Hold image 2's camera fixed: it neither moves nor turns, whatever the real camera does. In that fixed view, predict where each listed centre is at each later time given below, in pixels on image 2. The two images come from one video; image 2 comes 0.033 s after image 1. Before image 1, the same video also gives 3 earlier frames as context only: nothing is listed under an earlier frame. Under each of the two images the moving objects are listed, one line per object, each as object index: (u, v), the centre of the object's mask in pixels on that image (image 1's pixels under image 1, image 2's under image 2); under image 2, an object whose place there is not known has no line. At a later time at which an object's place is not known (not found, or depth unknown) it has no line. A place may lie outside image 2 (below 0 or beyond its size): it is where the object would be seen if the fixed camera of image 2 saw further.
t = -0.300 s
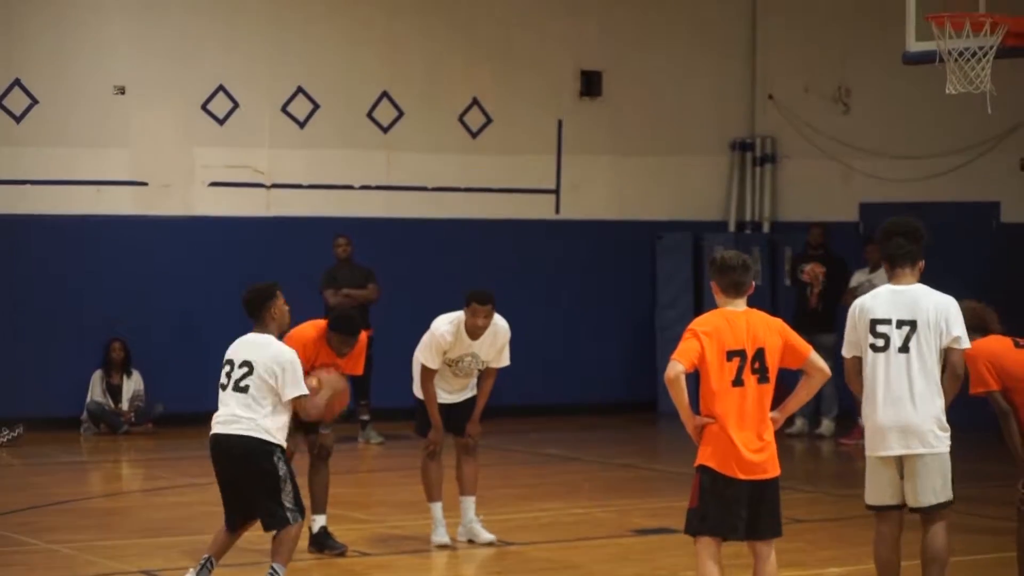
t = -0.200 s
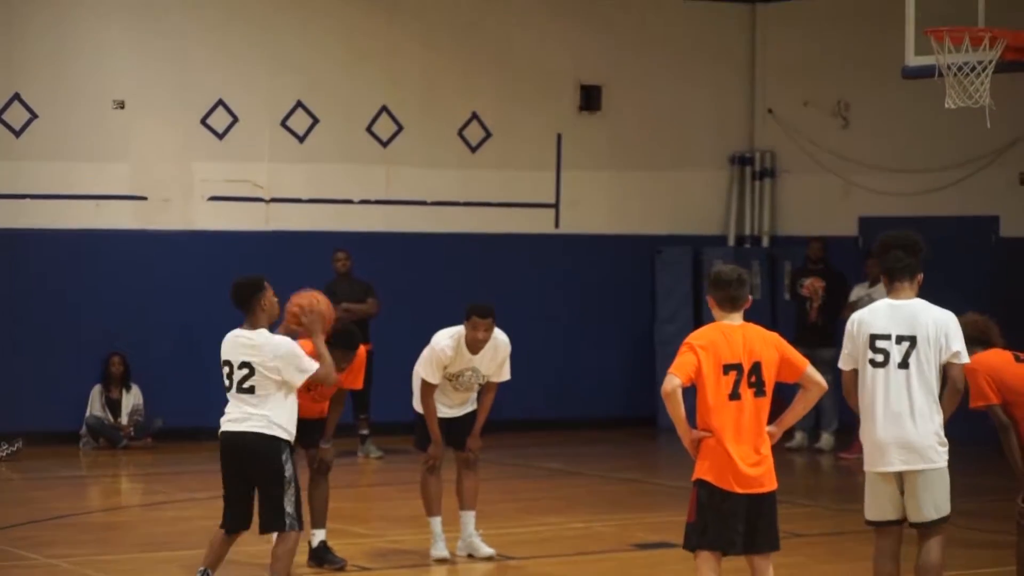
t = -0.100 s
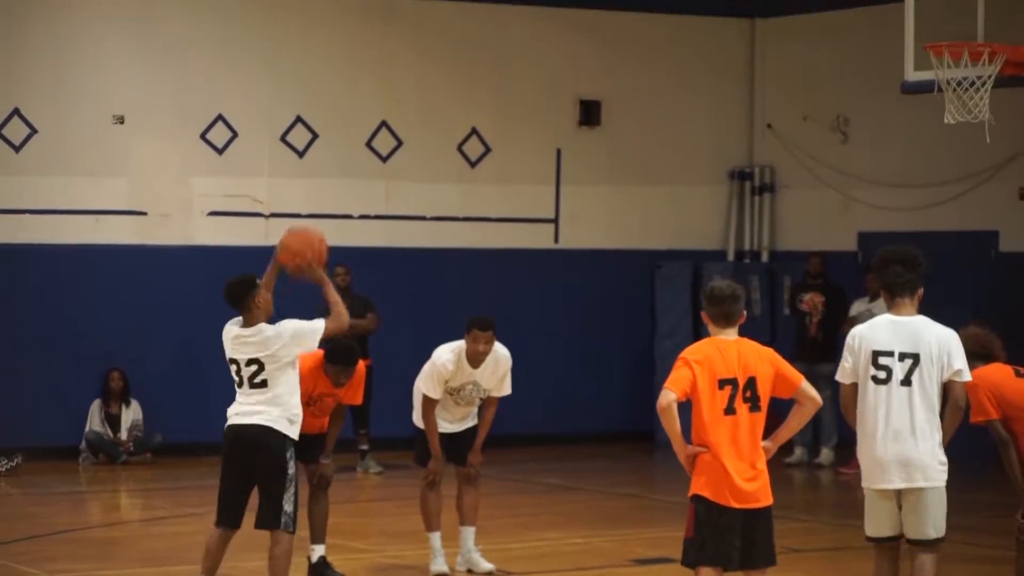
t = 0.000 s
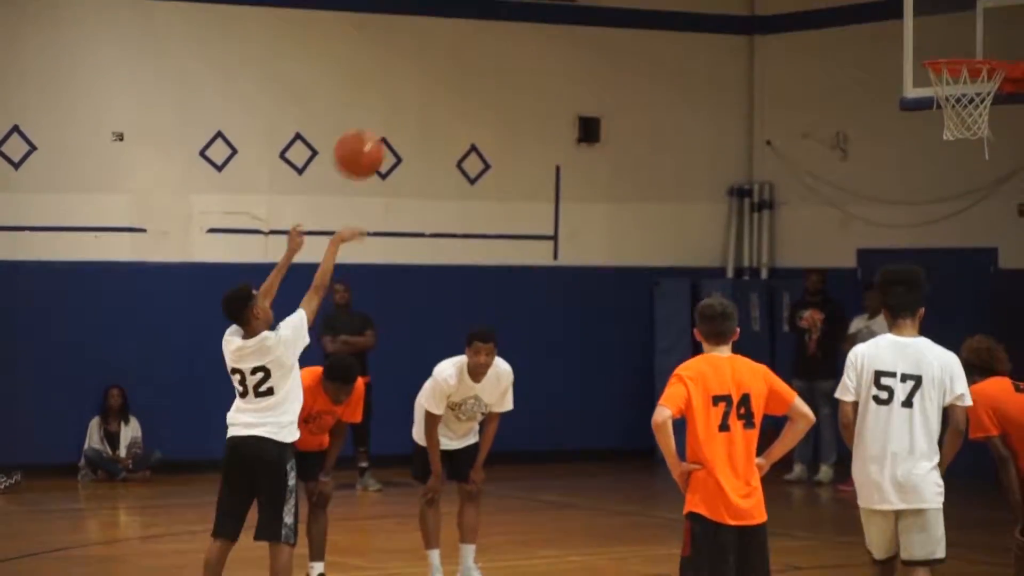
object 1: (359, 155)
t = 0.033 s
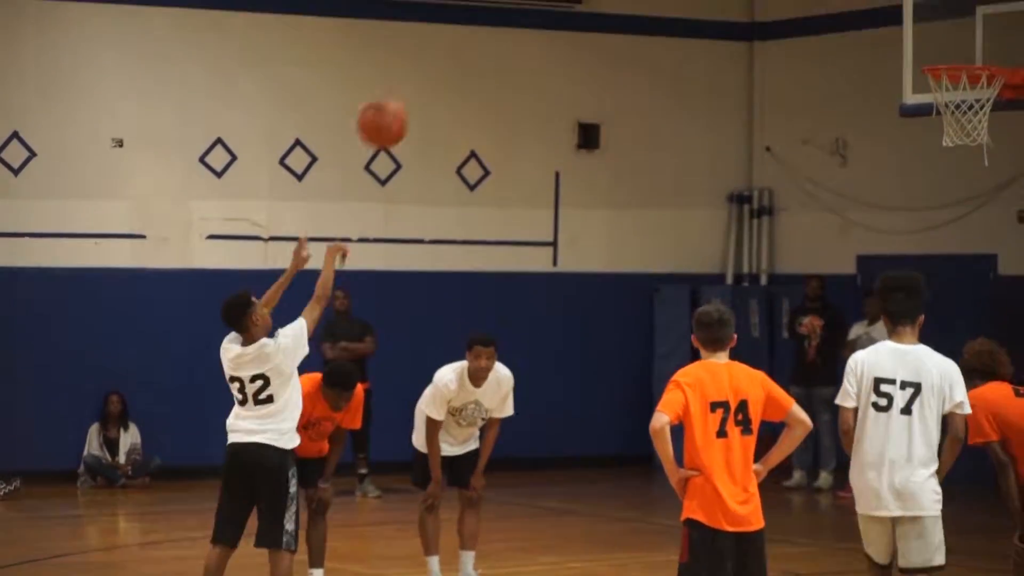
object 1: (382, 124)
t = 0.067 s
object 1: (409, 90)
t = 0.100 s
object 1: (432, 58)
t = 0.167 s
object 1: (480, 2)
